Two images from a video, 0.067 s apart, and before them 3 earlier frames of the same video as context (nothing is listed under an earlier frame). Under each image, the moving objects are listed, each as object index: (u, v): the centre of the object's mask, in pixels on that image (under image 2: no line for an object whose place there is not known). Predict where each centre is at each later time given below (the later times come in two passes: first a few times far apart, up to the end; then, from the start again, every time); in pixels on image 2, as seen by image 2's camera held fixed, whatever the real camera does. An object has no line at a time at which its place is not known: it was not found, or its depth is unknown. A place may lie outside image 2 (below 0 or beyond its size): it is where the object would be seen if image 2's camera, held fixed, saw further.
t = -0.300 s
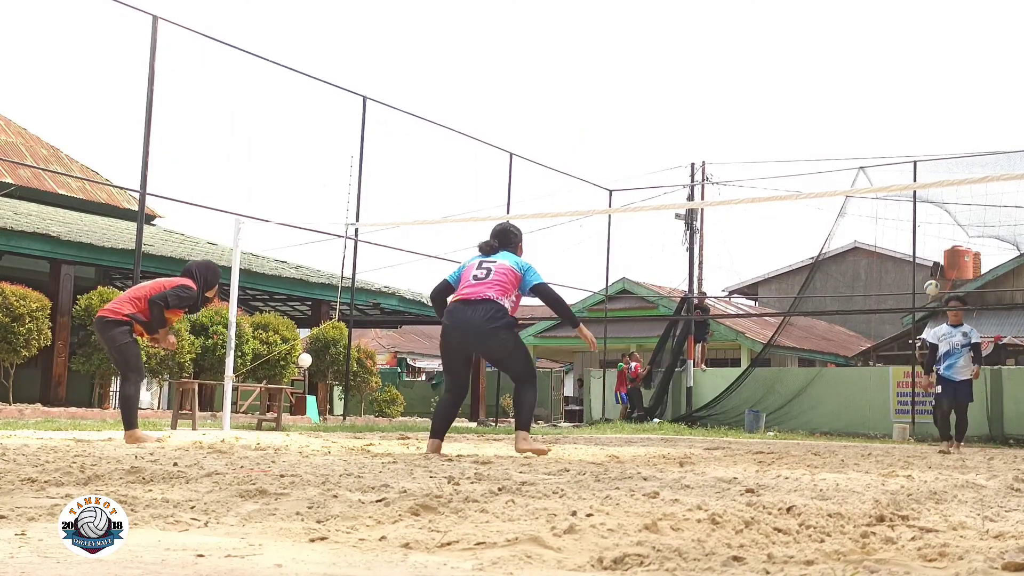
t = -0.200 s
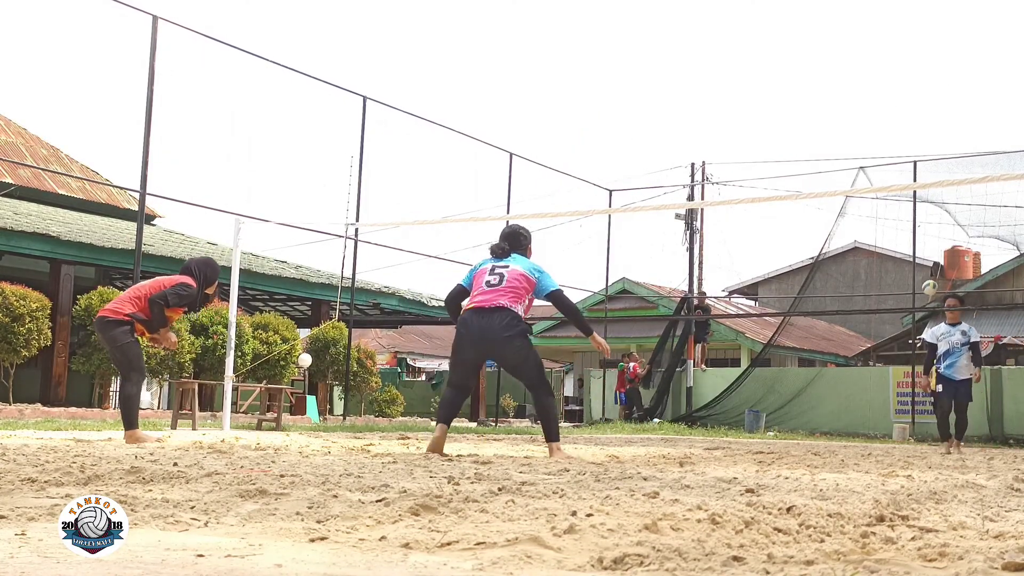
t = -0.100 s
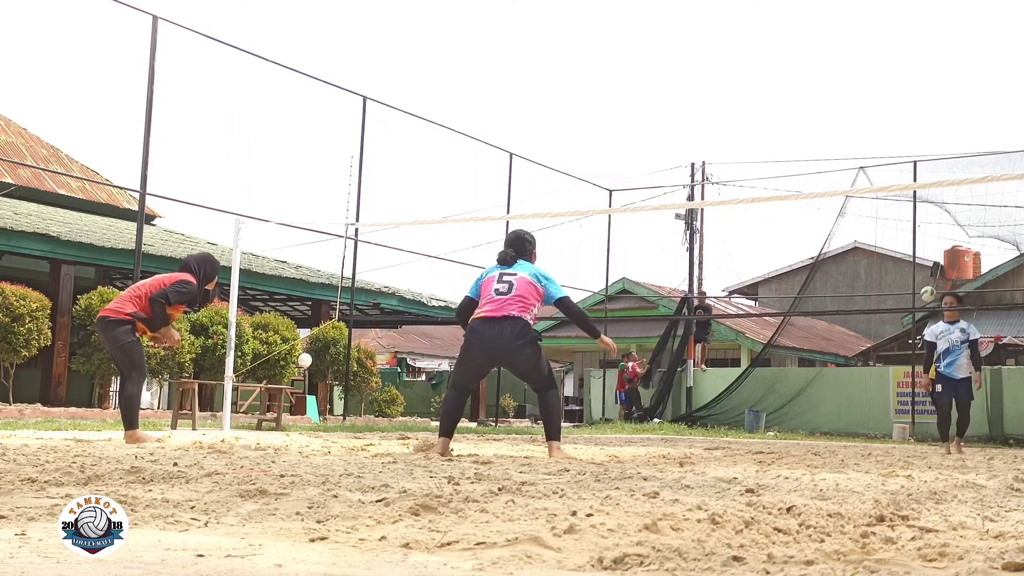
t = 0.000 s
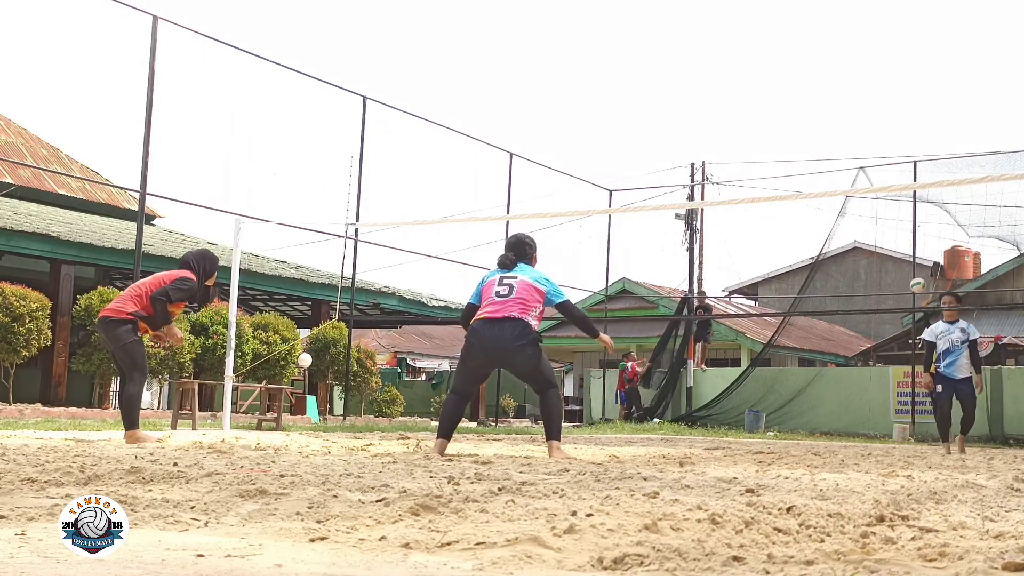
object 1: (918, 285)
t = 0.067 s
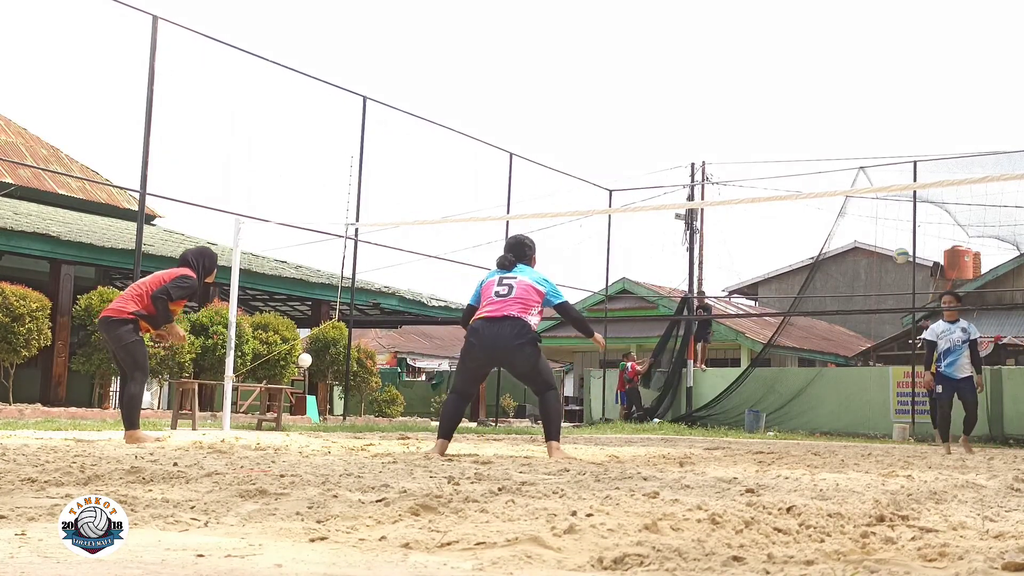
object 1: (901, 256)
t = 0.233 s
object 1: (856, 182)
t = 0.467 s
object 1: (780, 104)
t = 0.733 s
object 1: (665, 50)
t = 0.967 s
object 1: (521, 51)
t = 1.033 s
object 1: (469, 64)
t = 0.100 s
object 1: (892, 240)
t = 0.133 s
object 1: (883, 226)
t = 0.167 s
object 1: (874, 211)
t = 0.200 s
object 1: (865, 199)
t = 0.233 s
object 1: (856, 182)
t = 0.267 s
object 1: (846, 170)
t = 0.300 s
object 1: (836, 157)
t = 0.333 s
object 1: (826, 145)
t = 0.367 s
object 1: (815, 134)
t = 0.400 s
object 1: (804, 123)
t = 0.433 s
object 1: (792, 113)
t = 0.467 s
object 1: (780, 104)
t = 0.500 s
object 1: (767, 96)
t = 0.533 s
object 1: (754, 87)
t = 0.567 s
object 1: (741, 79)
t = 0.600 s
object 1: (726, 72)
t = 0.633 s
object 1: (712, 66)
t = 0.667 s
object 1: (697, 60)
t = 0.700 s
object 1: (681, 54)
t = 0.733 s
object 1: (665, 50)
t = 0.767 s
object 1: (647, 47)
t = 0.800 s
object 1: (629, 45)
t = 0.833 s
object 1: (610, 43)
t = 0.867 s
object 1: (589, 44)
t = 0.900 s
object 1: (568, 45)
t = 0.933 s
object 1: (545, 48)
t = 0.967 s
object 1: (521, 51)
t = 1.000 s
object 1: (496, 57)
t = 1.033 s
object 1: (469, 64)
